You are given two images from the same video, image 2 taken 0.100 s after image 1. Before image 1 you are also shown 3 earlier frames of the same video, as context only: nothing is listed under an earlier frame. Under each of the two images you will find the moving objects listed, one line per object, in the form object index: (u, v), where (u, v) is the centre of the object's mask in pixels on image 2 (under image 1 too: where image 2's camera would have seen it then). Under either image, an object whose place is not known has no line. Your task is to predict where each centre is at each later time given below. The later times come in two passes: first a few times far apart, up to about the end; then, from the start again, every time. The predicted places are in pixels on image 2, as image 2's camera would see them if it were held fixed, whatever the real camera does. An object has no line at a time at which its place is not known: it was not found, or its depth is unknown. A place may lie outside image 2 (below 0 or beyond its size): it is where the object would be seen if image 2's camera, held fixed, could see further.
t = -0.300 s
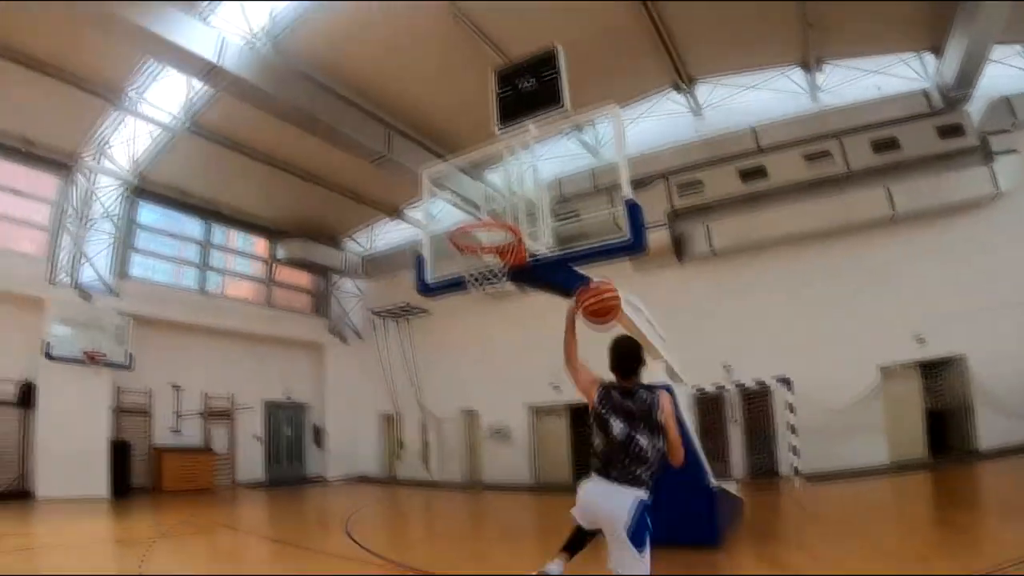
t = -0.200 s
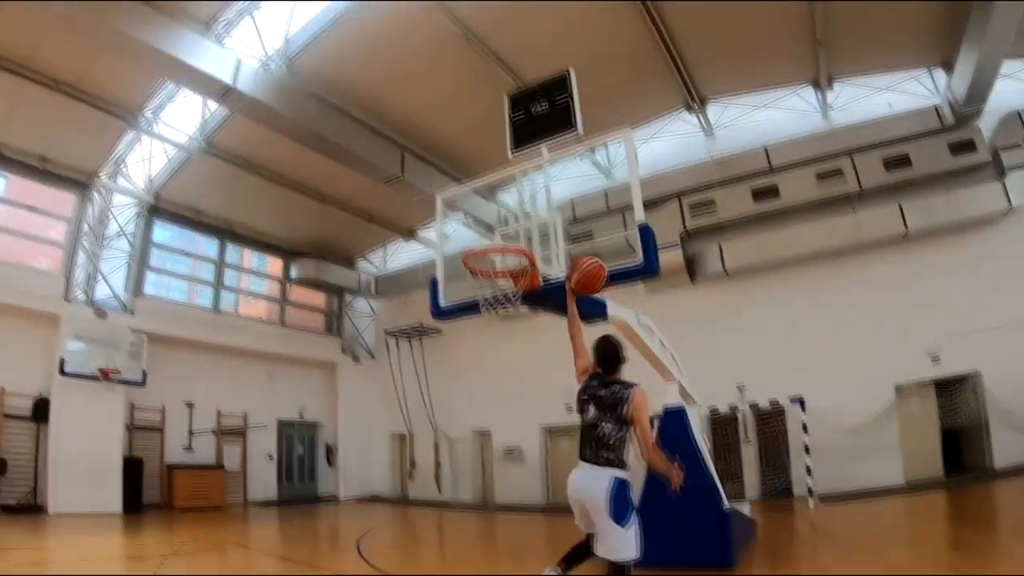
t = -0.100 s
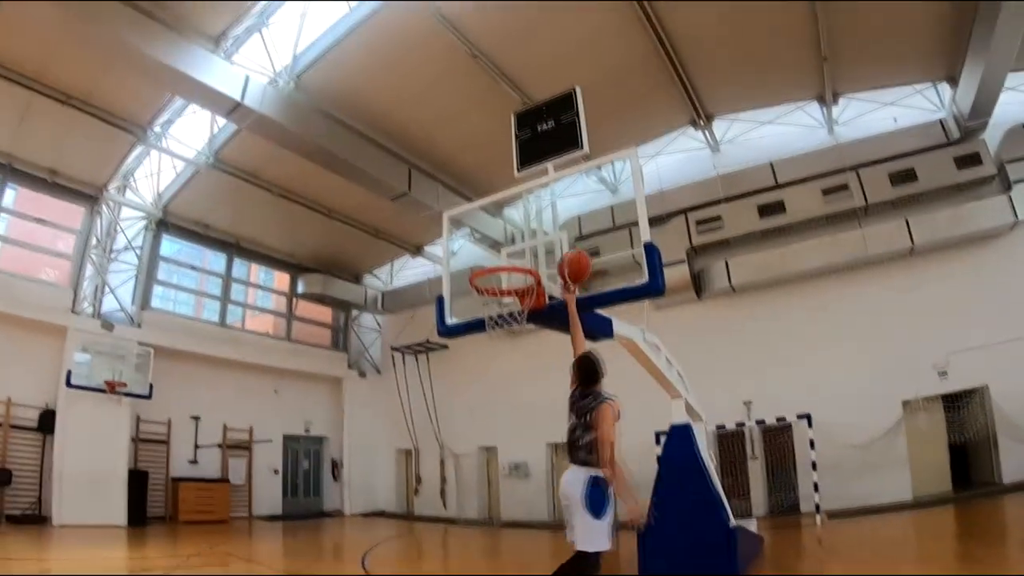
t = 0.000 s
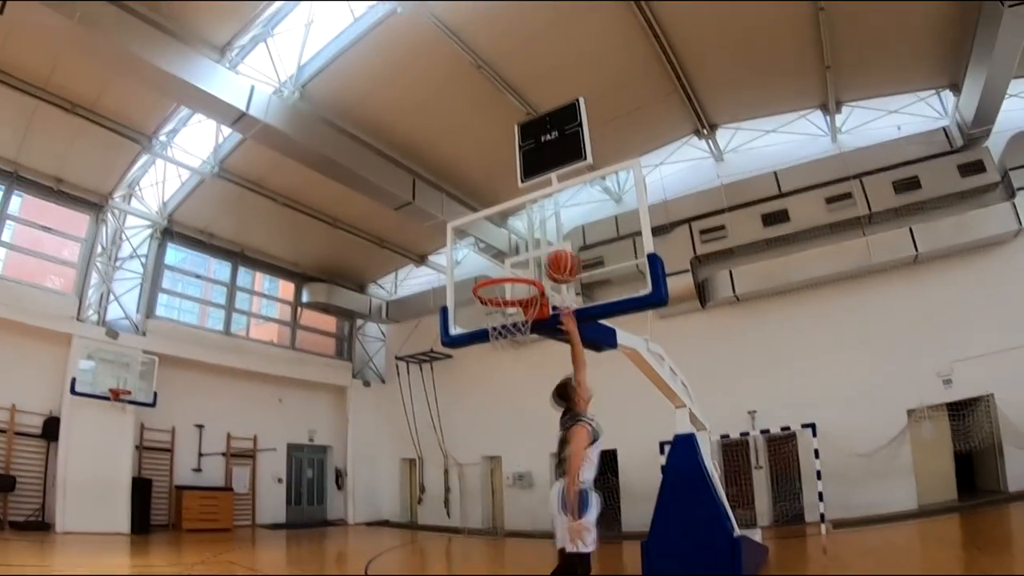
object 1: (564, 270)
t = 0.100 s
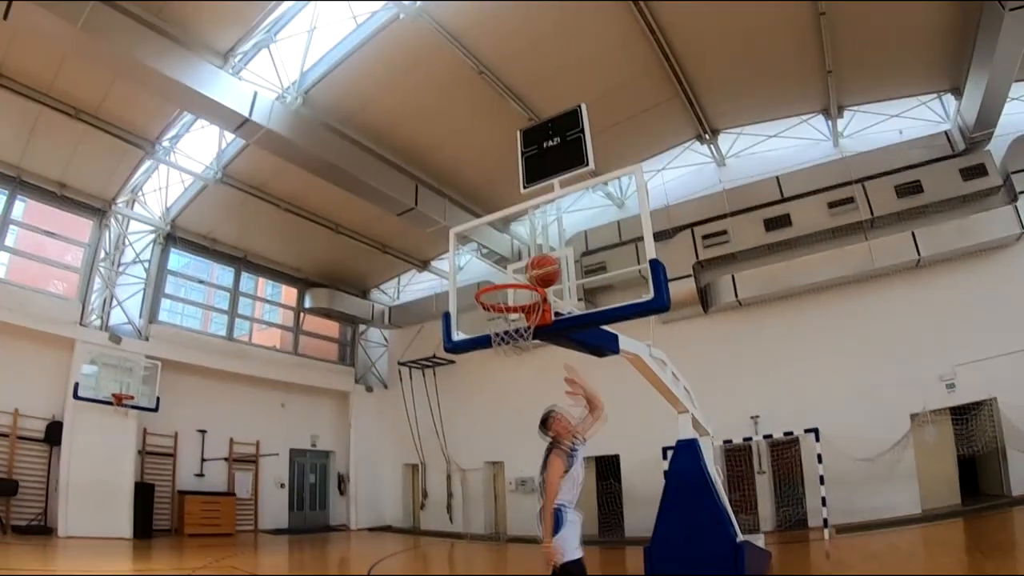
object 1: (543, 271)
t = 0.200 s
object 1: (522, 283)
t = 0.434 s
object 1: (495, 343)
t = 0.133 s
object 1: (536, 272)
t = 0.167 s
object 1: (529, 275)
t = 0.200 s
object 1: (522, 283)
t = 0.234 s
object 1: (514, 295)
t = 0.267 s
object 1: (507, 306)
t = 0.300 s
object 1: (502, 315)
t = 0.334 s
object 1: (498, 324)
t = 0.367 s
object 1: (496, 330)
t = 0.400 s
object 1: (495, 336)
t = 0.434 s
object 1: (495, 343)
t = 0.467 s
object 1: (494, 352)
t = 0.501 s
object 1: (495, 362)
